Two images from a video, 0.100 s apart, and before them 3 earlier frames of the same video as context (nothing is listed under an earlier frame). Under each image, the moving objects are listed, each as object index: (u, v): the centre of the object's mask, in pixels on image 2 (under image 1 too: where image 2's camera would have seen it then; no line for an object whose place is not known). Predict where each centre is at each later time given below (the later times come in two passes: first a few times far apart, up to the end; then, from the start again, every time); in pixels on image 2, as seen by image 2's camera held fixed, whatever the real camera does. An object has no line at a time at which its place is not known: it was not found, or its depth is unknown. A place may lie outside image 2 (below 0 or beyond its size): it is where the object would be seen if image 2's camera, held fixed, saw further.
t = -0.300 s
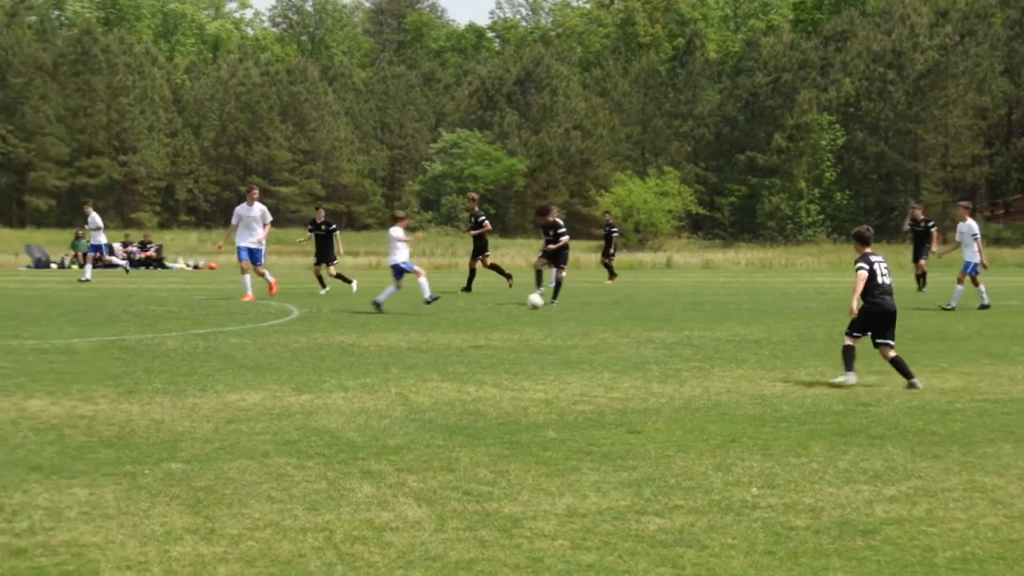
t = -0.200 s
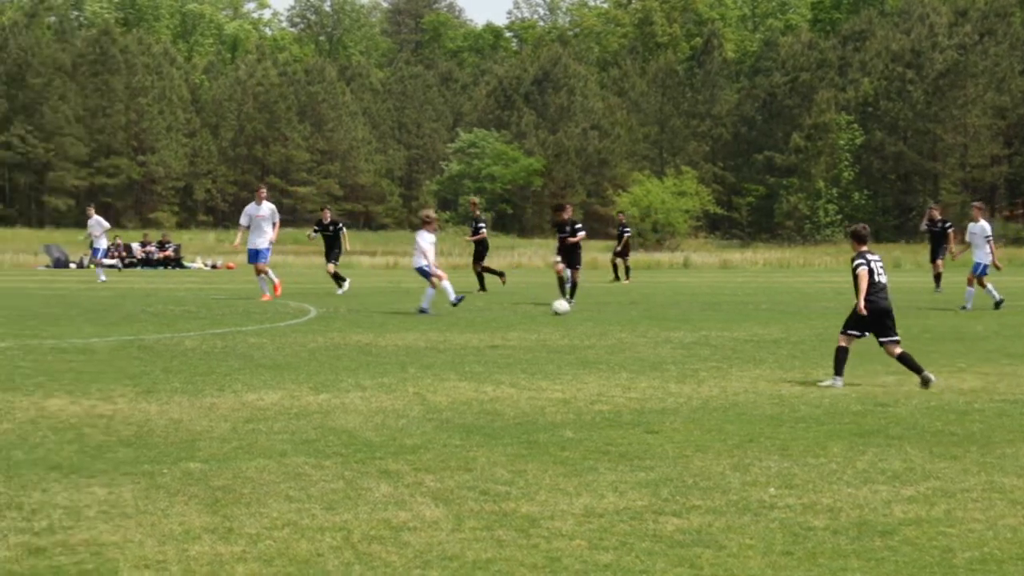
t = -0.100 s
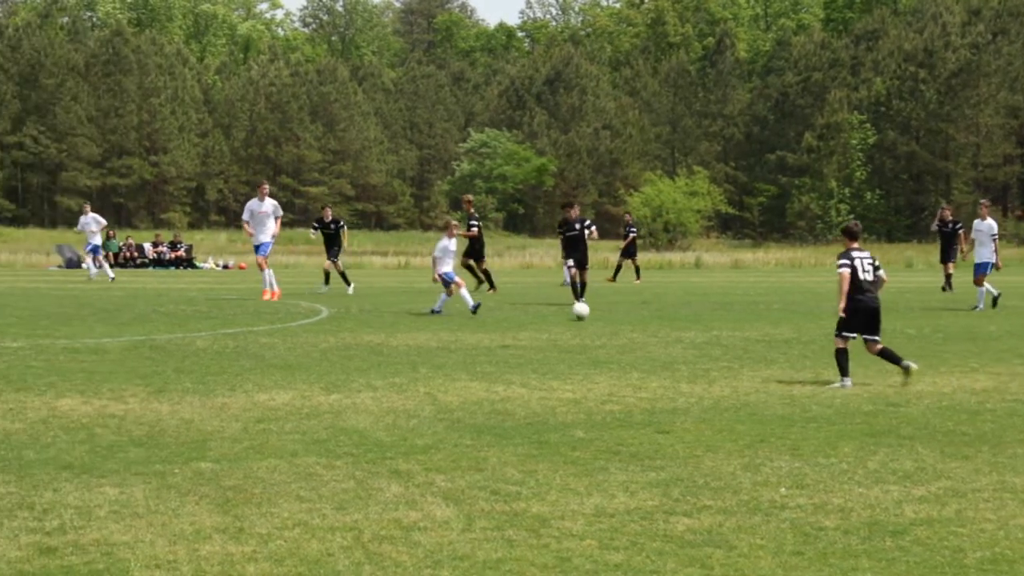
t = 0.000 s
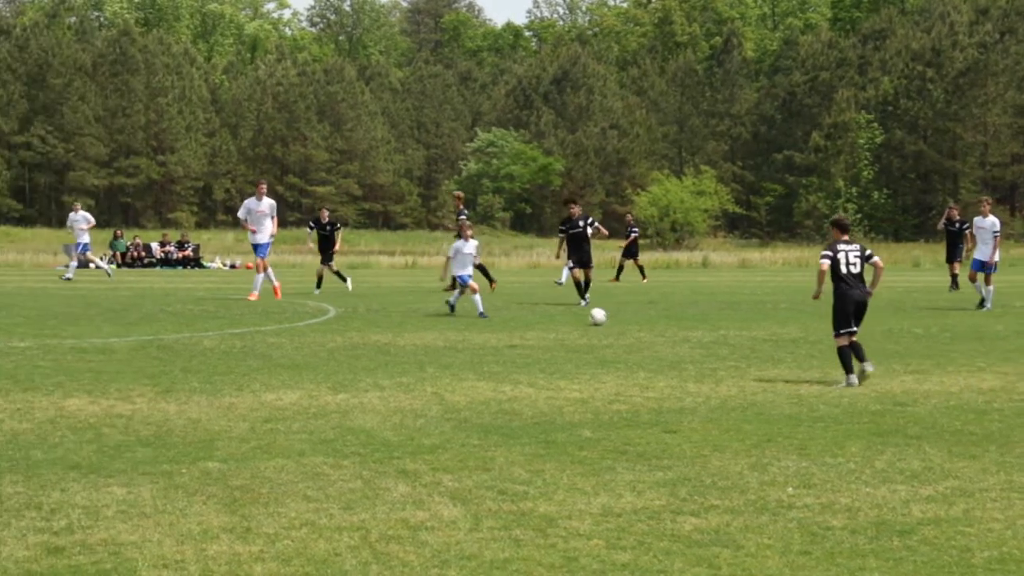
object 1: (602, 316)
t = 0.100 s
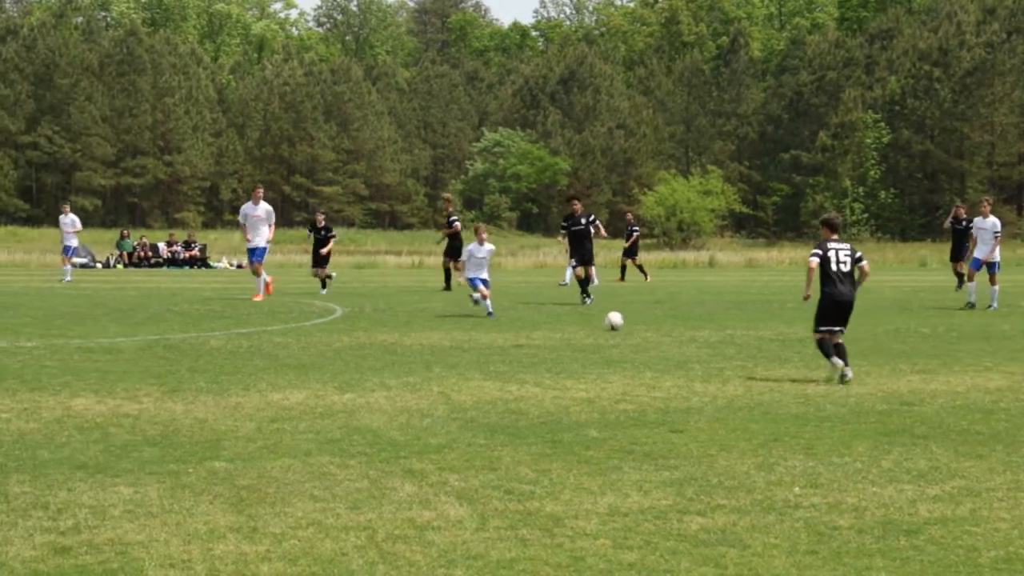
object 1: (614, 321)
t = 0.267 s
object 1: (632, 329)
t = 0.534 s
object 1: (661, 343)
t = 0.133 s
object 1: (618, 322)
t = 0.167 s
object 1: (622, 325)
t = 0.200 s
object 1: (626, 327)
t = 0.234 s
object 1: (629, 328)
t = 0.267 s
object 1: (632, 329)
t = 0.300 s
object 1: (636, 330)
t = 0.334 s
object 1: (639, 332)
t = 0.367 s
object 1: (643, 334)
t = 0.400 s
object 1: (646, 337)
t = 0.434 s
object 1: (650, 338)
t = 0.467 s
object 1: (654, 339)
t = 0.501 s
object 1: (658, 340)
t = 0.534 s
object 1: (661, 343)
